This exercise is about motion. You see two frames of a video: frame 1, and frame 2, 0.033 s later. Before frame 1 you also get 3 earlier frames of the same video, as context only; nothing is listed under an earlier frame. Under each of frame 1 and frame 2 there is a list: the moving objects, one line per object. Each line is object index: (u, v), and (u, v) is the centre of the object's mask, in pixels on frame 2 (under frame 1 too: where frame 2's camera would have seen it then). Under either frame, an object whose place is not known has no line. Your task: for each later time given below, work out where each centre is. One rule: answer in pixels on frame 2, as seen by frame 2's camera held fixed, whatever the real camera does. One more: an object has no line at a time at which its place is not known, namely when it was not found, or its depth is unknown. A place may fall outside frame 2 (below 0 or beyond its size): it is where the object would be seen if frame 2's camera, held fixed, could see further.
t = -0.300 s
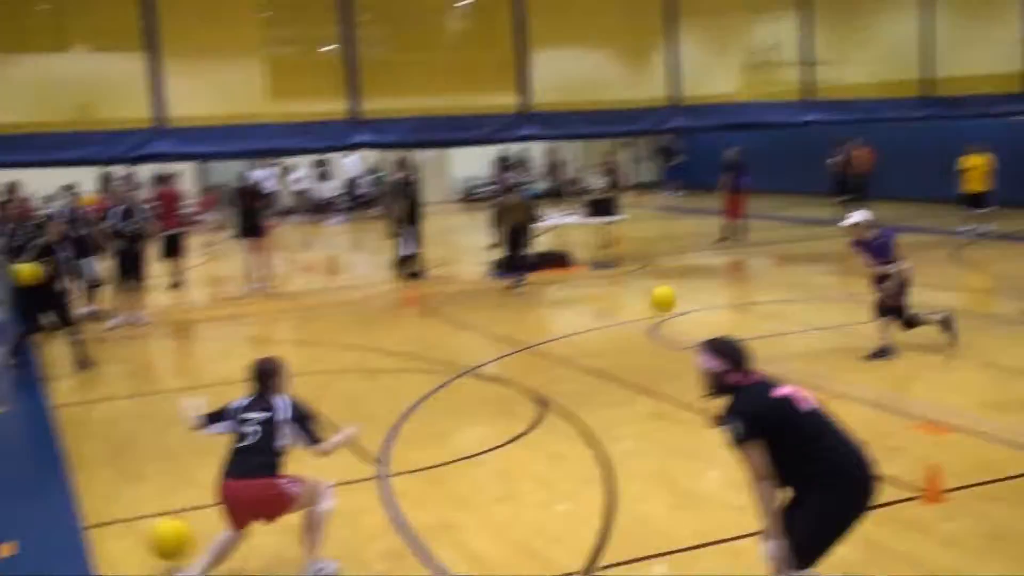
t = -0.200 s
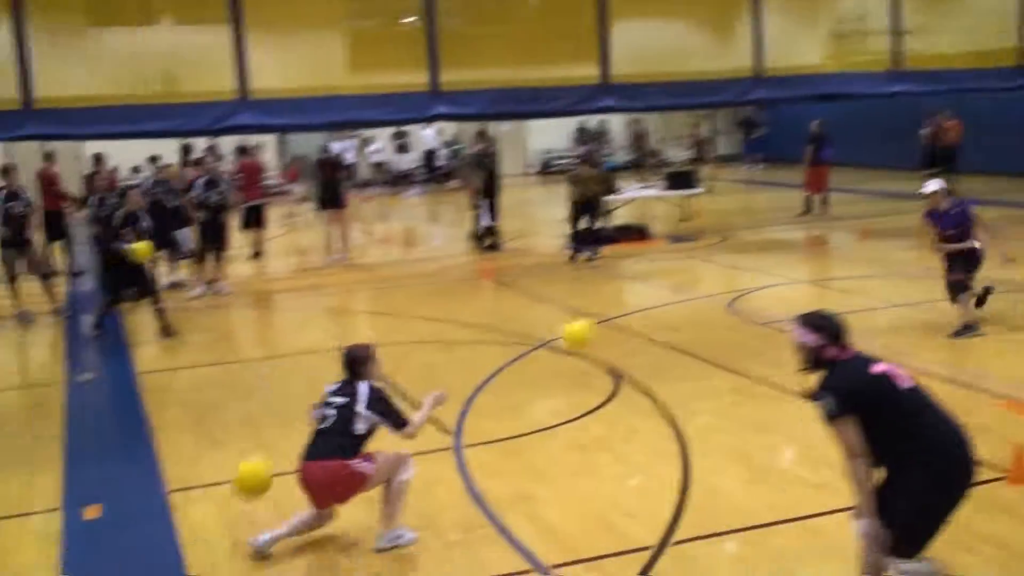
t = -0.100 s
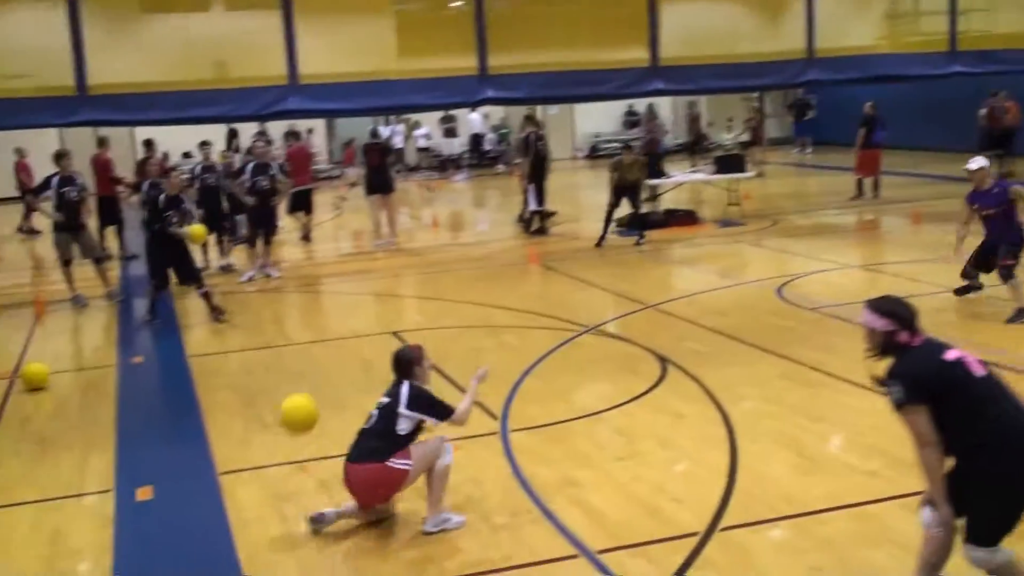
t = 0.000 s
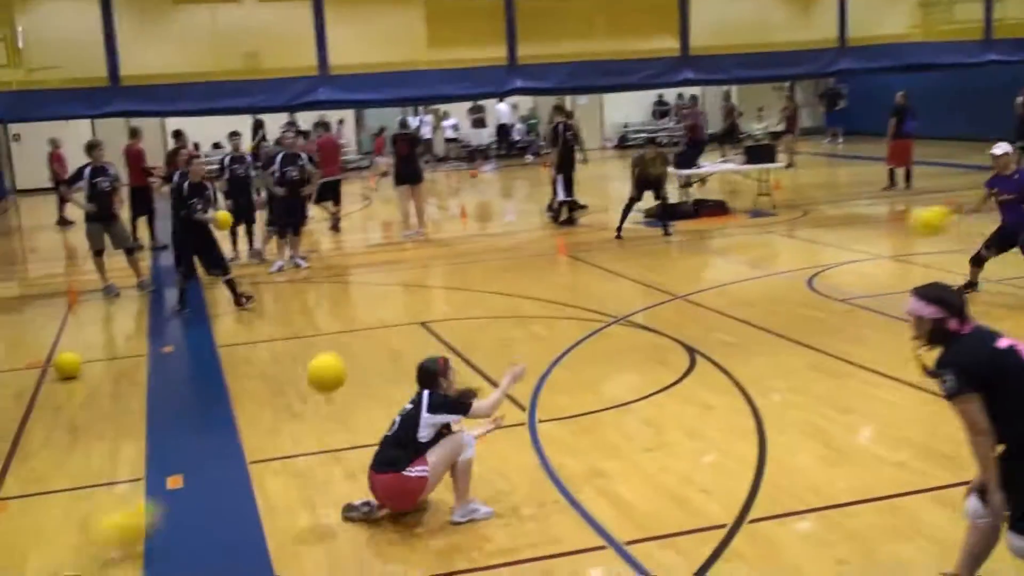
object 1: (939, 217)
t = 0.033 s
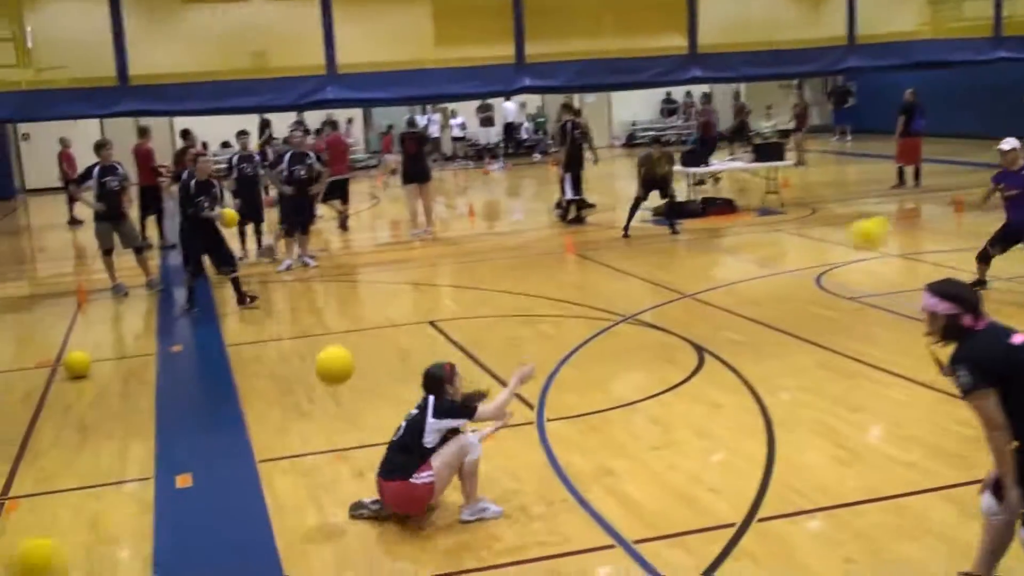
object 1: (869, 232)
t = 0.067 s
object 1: (797, 247)
